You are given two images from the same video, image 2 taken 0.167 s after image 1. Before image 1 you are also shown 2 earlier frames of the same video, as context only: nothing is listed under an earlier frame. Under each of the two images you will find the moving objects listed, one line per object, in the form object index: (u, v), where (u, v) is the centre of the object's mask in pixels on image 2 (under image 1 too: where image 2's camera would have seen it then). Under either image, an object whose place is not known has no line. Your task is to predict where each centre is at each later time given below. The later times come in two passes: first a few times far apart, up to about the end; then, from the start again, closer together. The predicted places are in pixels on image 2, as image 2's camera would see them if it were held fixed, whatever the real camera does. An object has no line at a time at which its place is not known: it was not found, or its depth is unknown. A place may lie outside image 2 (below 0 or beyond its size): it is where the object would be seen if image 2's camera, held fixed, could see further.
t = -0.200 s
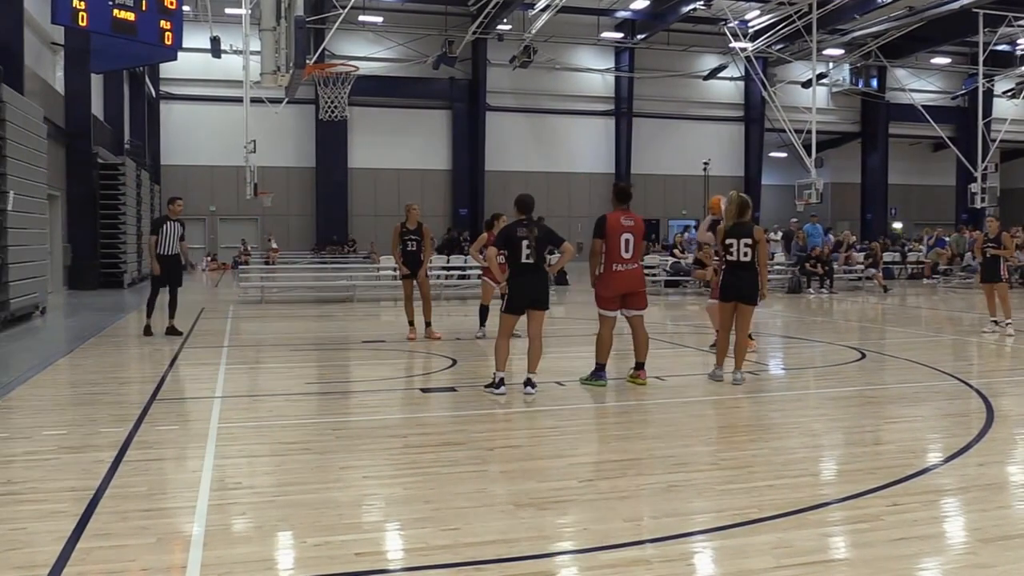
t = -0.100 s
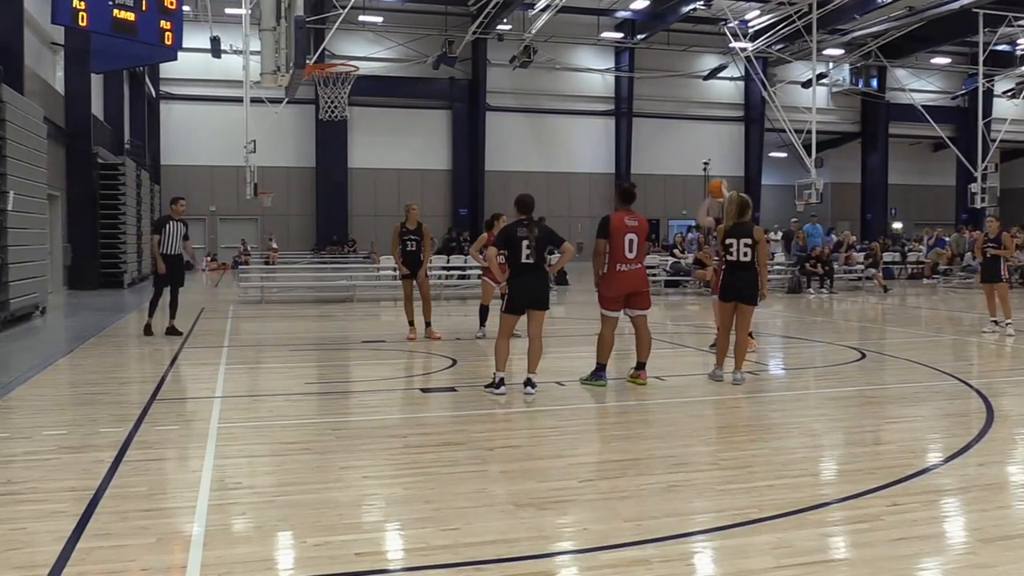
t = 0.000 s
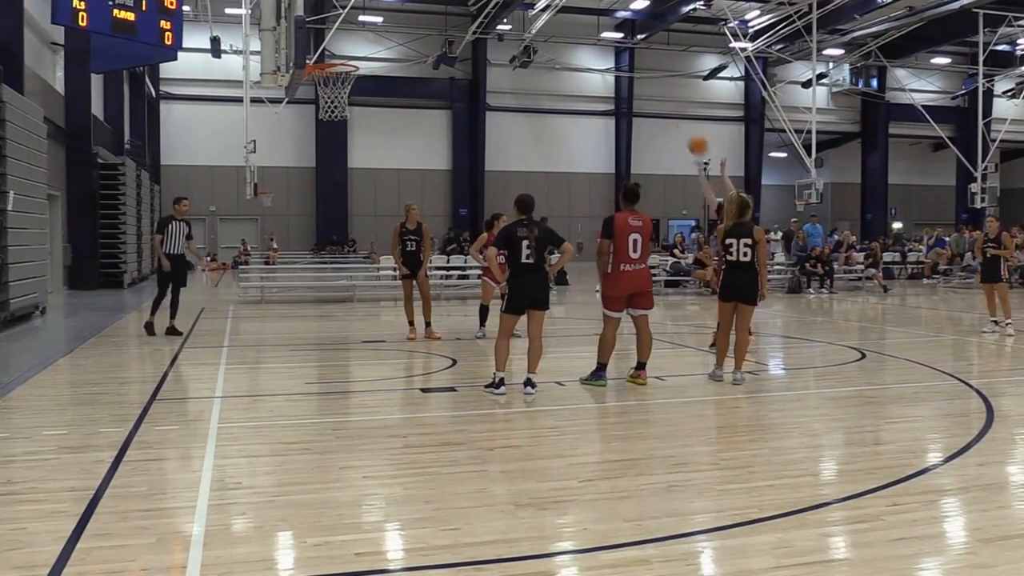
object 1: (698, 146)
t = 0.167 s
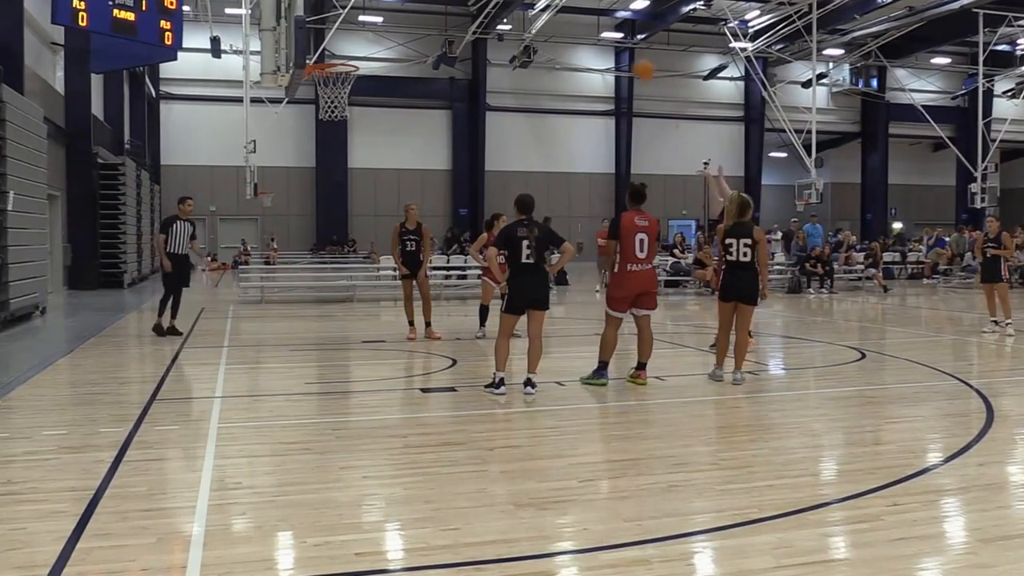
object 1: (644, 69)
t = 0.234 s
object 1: (620, 47)
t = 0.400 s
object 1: (562, 6)
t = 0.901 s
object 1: (384, 19)
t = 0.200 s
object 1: (631, 57)
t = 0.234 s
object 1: (620, 47)
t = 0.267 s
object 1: (608, 35)
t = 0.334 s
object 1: (585, 16)
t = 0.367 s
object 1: (573, 9)
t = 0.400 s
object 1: (562, 6)
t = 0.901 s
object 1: (384, 19)
